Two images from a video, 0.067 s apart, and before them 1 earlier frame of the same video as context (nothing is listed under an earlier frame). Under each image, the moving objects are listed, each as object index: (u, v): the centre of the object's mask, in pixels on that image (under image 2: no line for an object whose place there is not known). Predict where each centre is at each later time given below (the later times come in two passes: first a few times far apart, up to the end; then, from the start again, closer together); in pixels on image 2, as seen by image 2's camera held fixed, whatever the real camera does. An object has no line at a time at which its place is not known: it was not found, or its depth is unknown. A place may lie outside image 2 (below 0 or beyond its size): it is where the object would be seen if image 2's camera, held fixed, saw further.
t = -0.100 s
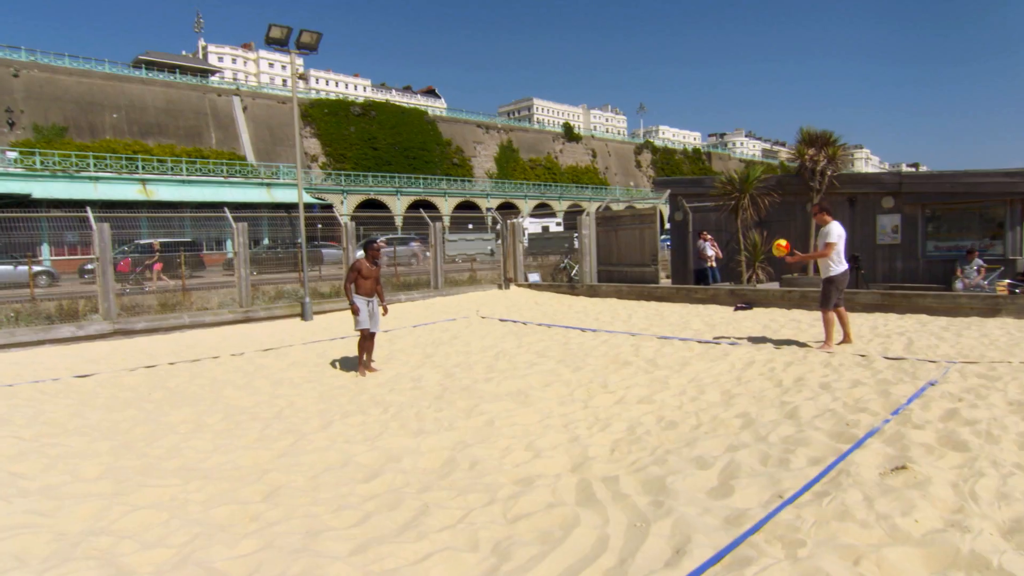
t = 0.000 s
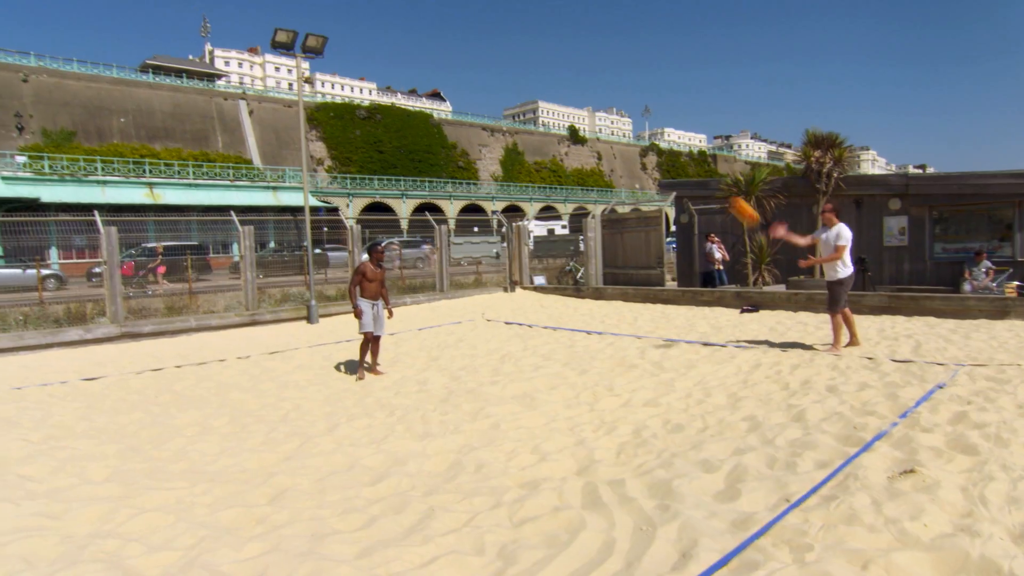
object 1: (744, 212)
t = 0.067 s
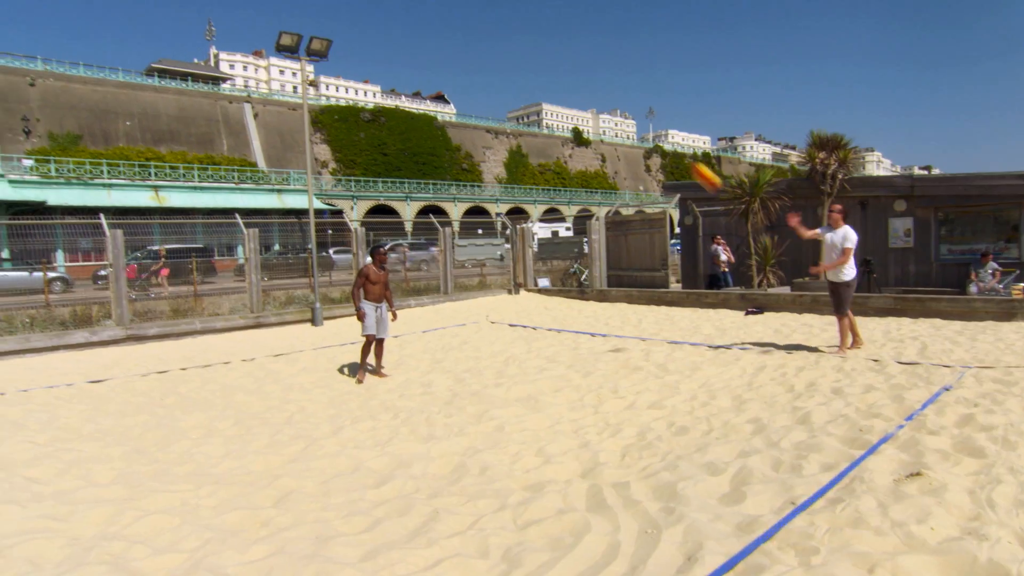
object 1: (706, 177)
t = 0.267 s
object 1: (562, 80)
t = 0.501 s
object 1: (362, 2)
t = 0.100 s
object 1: (684, 161)
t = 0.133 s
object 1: (661, 143)
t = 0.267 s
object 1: (562, 80)
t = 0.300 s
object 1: (535, 67)
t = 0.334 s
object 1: (508, 54)
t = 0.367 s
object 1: (480, 42)
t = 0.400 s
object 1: (452, 30)
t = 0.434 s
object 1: (423, 20)
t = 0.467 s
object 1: (393, 10)
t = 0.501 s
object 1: (362, 2)
